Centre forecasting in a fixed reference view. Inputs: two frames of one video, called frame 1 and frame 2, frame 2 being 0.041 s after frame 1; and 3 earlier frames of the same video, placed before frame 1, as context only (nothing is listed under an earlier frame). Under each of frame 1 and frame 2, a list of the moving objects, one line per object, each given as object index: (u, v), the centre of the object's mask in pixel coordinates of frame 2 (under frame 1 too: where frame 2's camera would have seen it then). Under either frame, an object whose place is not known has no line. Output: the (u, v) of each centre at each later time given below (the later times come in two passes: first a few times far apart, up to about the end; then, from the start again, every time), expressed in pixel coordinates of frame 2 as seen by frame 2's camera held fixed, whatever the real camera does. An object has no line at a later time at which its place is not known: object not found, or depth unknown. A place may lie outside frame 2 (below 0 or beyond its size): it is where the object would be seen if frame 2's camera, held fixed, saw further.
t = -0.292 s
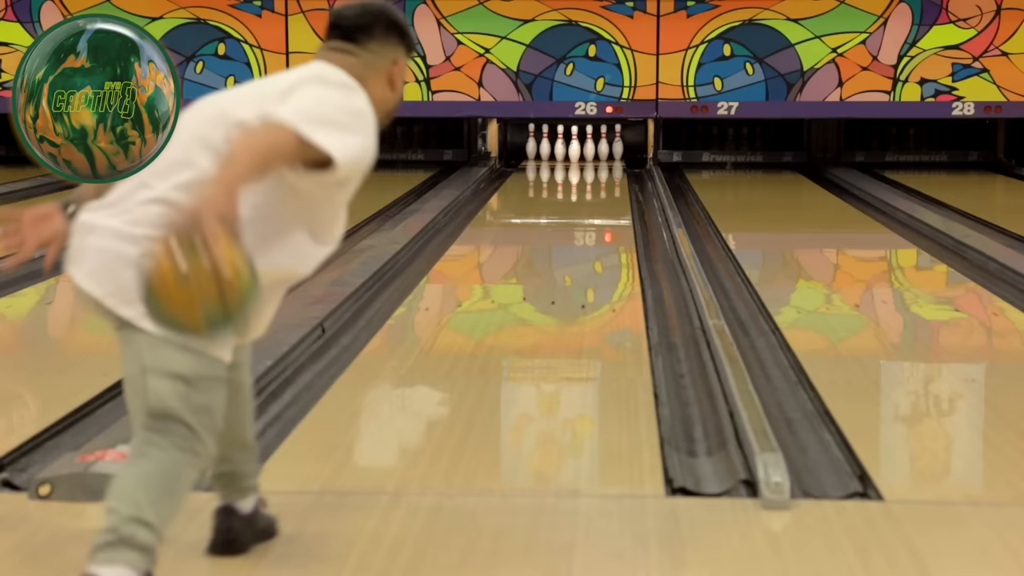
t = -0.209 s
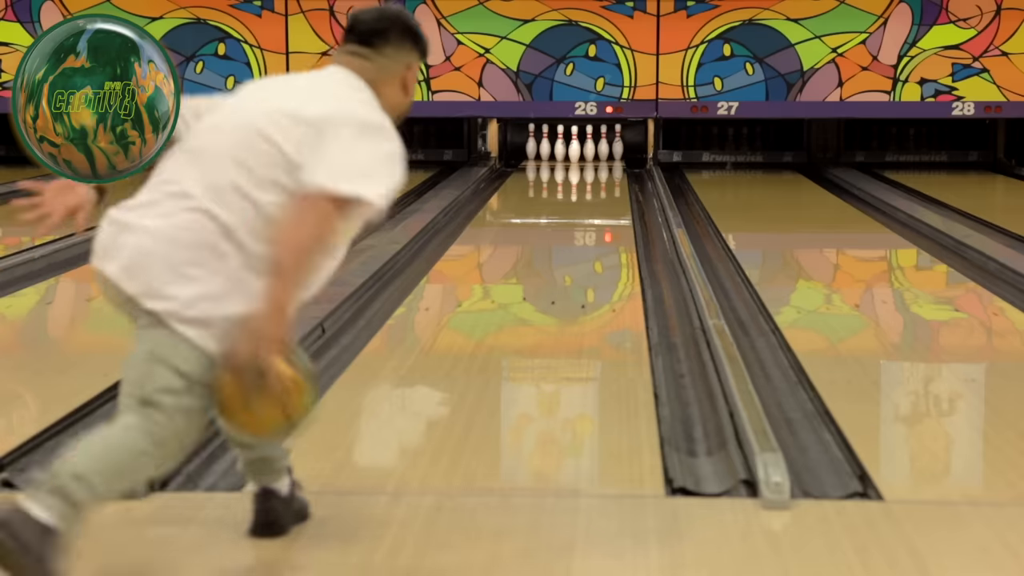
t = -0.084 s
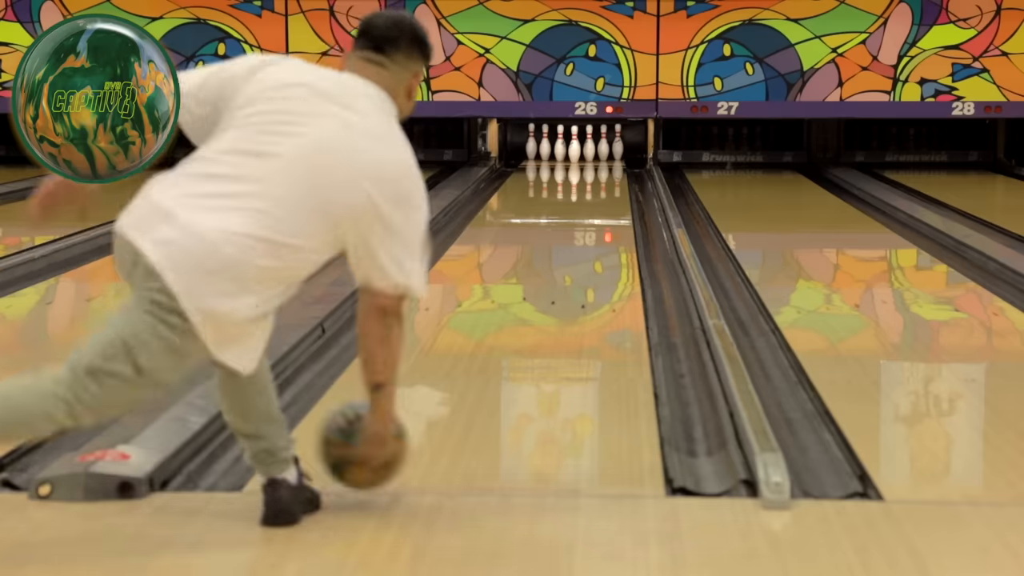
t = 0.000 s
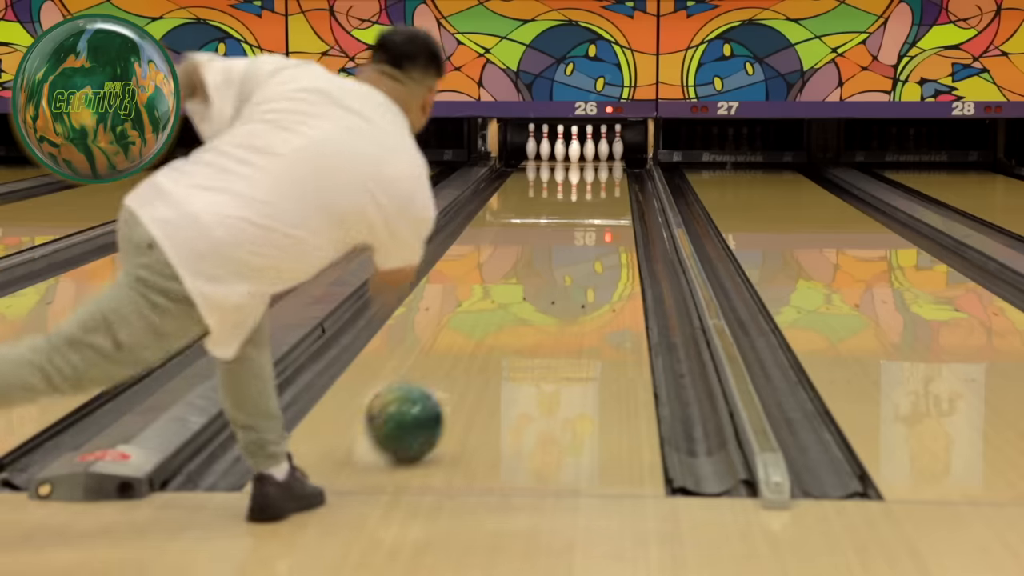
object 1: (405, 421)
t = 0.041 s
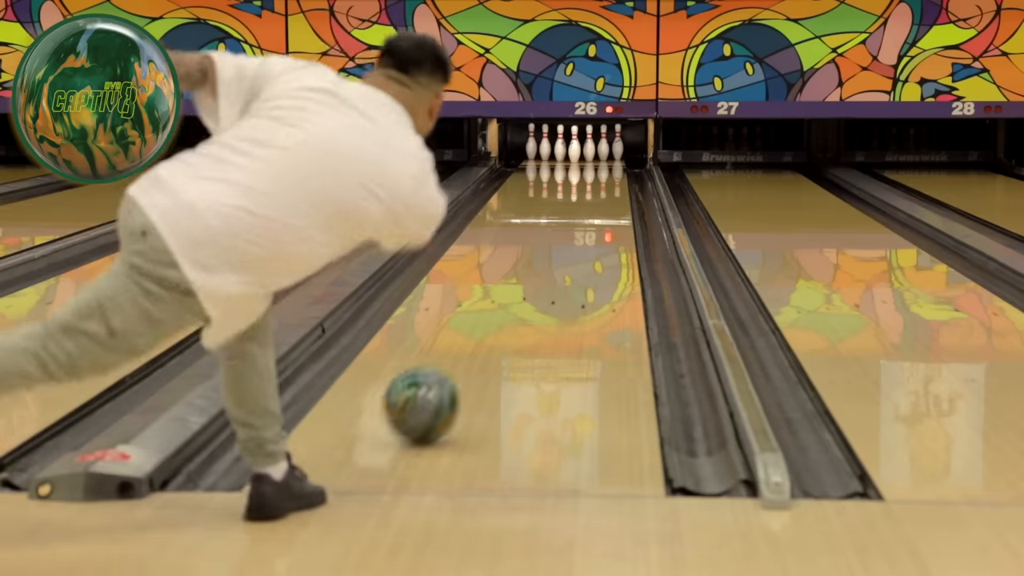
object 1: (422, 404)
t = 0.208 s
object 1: (473, 351)
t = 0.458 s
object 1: (526, 295)
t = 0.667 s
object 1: (555, 263)
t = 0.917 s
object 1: (580, 235)
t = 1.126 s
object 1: (595, 216)
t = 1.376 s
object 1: (608, 199)
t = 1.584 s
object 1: (613, 187)
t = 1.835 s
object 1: (617, 176)
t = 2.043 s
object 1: (615, 167)
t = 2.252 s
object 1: (607, 160)
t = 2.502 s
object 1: (591, 153)
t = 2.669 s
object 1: (591, 150)
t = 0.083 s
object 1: (436, 389)
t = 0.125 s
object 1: (449, 376)
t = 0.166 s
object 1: (462, 363)
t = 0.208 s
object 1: (473, 351)
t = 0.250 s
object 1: (484, 340)
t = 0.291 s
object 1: (494, 331)
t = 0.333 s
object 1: (502, 321)
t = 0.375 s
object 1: (511, 311)
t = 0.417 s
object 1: (519, 303)
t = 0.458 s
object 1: (526, 295)
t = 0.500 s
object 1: (532, 288)
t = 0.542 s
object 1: (538, 281)
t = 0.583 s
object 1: (544, 275)
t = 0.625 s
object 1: (549, 269)
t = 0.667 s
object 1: (555, 263)
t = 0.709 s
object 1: (559, 258)
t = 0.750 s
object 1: (564, 252)
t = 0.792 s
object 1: (568, 248)
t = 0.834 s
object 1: (572, 243)
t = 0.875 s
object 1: (576, 239)
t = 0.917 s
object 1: (580, 235)
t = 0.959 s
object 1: (583, 231)
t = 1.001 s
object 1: (586, 226)
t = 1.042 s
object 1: (589, 223)
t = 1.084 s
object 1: (592, 220)
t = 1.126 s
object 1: (595, 216)
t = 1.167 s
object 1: (597, 213)
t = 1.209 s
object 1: (600, 210)
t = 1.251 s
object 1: (602, 207)
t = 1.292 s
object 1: (604, 203)
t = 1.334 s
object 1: (605, 201)
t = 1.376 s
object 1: (608, 199)
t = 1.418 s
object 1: (609, 196)
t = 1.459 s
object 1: (610, 194)
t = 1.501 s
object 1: (612, 191)
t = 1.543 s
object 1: (613, 189)
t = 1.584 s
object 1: (613, 187)
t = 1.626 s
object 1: (614, 185)
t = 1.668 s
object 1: (615, 183)
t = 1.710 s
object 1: (616, 180)
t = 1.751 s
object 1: (617, 179)
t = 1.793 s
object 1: (617, 178)
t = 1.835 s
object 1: (617, 176)
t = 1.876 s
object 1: (617, 173)
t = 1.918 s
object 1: (617, 172)
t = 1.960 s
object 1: (617, 171)
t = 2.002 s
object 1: (616, 169)
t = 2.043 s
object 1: (615, 167)
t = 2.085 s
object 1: (614, 166)
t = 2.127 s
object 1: (612, 164)
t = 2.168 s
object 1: (611, 163)
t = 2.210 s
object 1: (609, 161)
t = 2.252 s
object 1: (607, 160)
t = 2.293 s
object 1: (605, 159)
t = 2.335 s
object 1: (603, 158)
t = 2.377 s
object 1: (599, 157)
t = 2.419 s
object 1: (597, 156)
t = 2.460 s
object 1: (594, 155)
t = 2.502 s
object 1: (591, 153)
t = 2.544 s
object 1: (589, 153)
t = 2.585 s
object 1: (590, 152)
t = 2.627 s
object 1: (591, 151)
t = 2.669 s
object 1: (591, 150)
